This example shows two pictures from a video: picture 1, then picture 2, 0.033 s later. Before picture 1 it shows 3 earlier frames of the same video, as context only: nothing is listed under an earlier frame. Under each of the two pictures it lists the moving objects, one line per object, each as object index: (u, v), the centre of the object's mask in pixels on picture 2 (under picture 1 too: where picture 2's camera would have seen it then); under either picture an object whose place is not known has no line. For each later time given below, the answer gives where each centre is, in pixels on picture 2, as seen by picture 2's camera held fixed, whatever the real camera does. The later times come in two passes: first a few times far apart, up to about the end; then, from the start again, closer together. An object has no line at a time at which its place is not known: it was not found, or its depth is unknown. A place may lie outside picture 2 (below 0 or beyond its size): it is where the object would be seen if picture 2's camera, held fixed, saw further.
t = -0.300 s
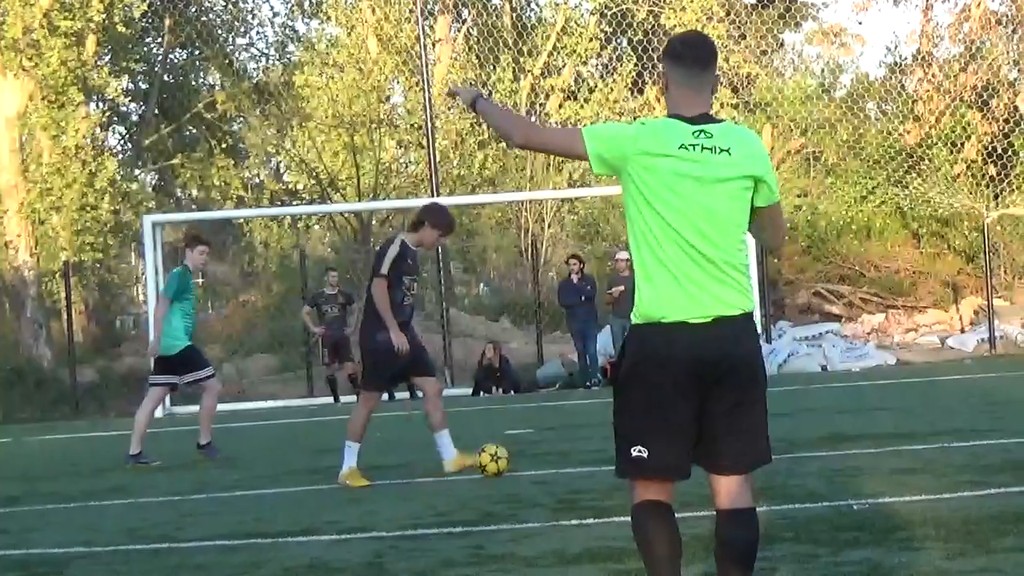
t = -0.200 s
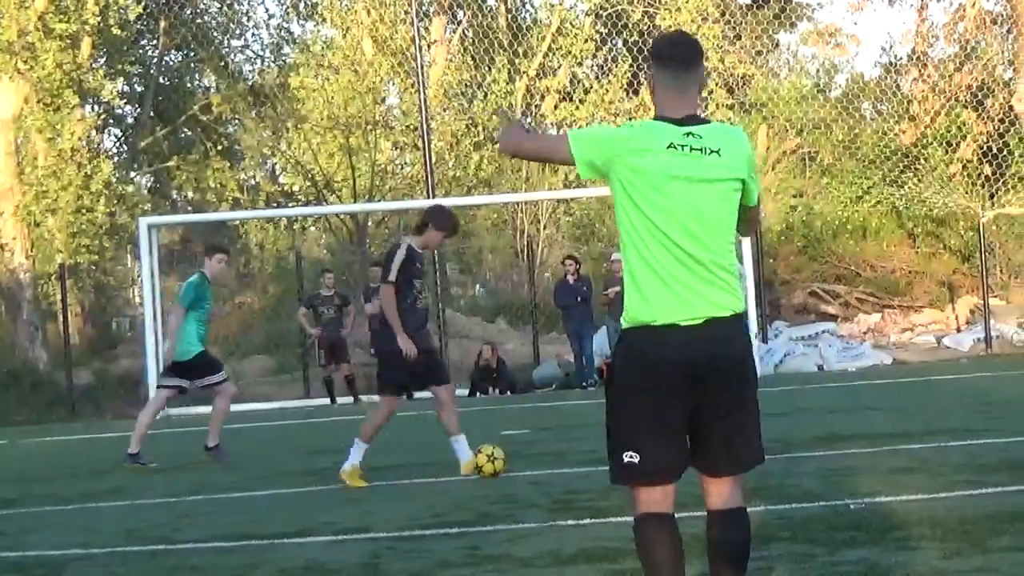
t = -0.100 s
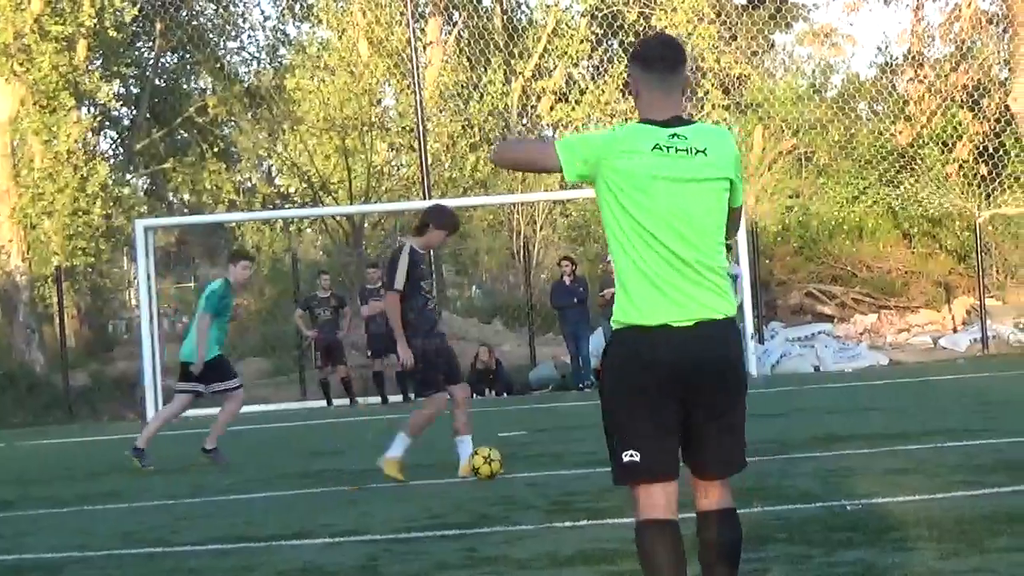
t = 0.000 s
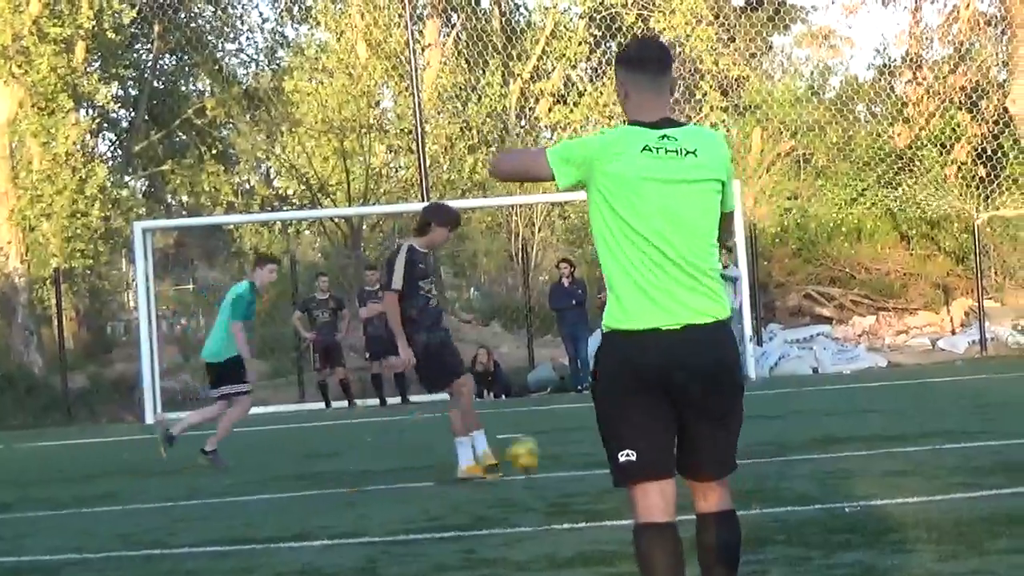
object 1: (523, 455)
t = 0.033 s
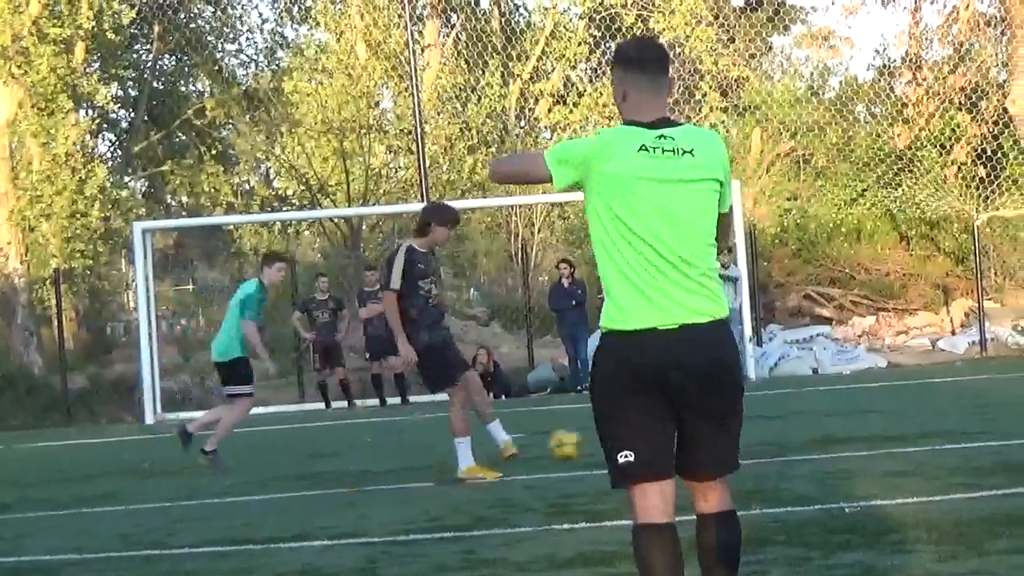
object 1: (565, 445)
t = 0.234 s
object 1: (815, 425)
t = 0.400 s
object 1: (985, 417)
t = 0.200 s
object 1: (773, 424)
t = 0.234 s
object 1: (815, 425)
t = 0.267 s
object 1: (856, 428)
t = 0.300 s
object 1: (896, 432)
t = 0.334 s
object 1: (927, 427)
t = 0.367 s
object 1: (956, 421)
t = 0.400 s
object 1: (985, 417)
